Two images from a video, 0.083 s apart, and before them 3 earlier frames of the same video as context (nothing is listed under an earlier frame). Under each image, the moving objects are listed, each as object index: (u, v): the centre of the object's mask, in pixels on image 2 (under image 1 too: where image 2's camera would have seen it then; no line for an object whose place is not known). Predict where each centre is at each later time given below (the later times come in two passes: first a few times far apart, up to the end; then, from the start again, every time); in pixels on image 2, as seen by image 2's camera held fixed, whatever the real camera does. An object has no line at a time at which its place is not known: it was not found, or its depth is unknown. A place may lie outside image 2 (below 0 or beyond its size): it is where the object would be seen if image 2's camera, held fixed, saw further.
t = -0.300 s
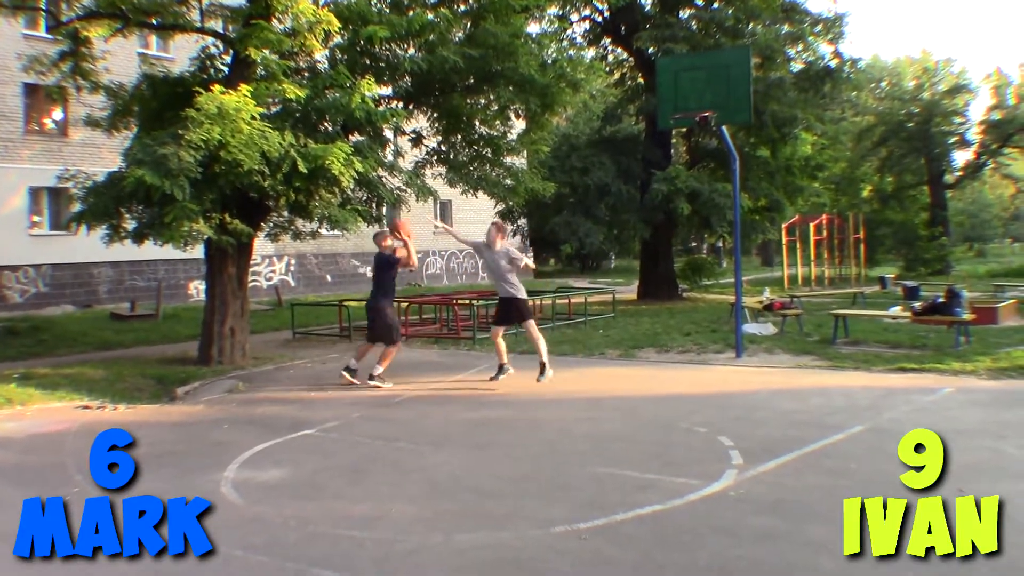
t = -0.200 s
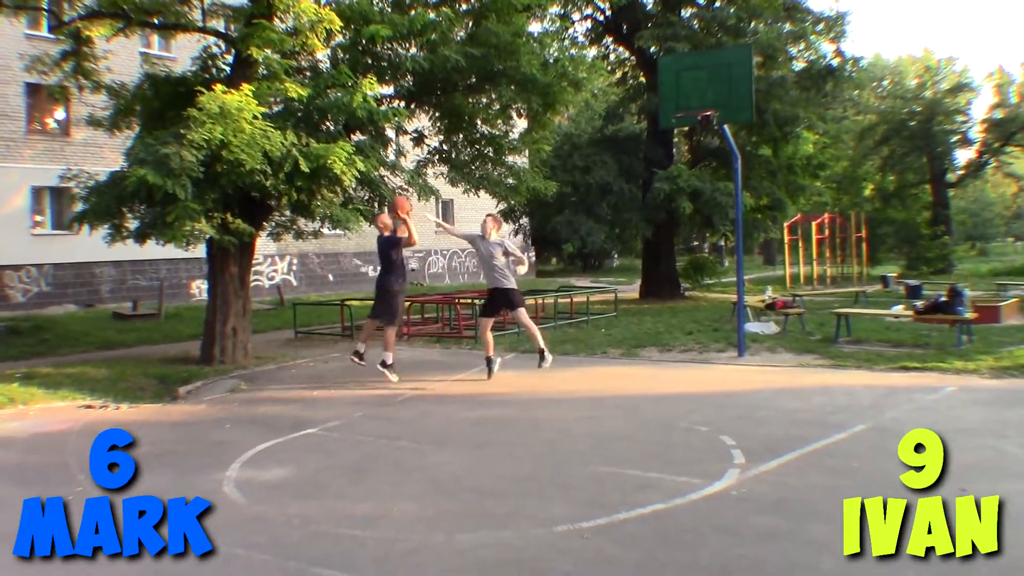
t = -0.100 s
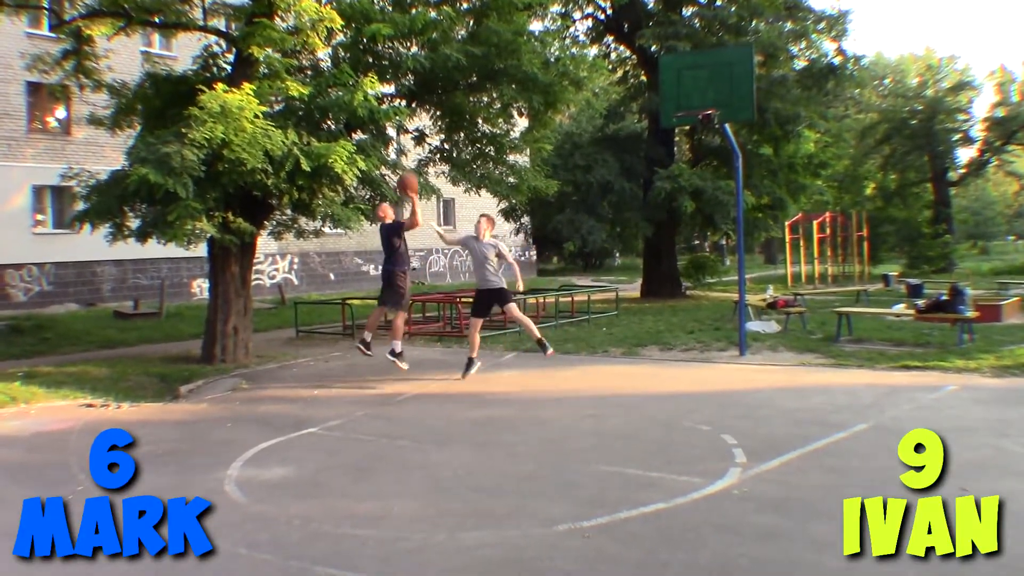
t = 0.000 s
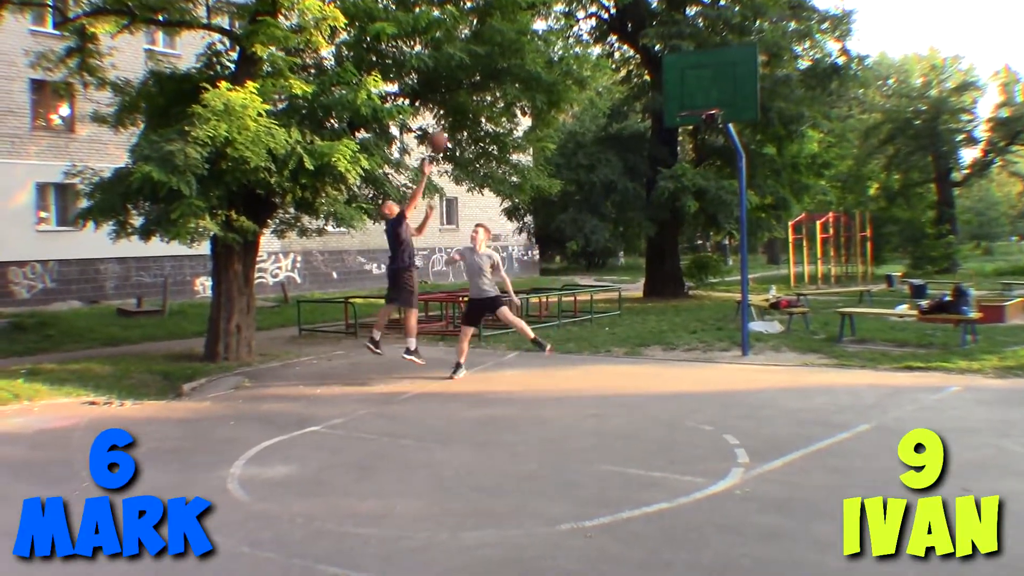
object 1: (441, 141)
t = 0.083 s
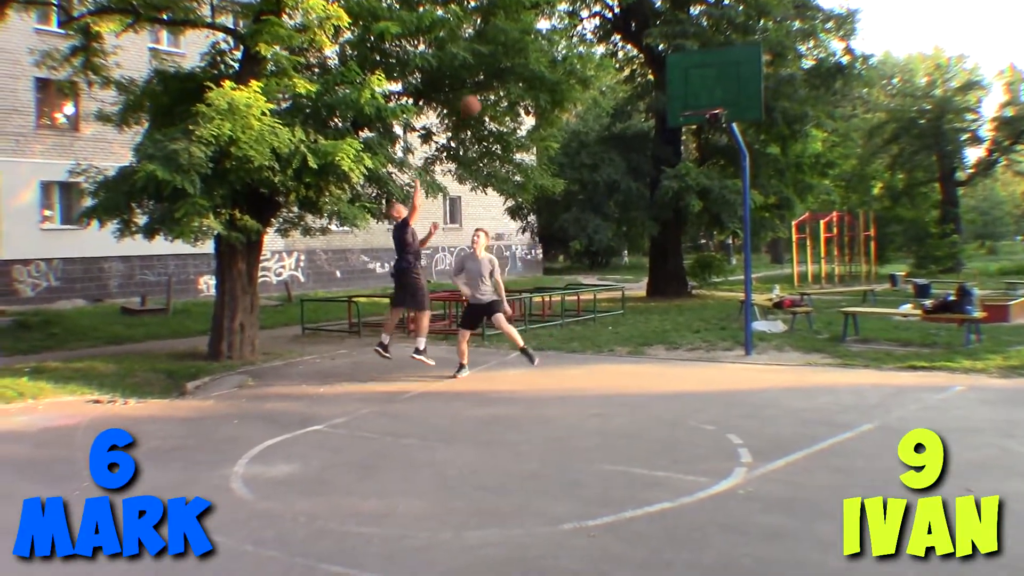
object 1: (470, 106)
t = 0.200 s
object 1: (512, 69)
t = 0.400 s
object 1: (579, 36)
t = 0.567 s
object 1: (632, 35)
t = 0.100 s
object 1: (477, 99)
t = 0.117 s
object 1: (483, 93)
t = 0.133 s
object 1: (488, 89)
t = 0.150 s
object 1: (495, 82)
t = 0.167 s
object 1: (500, 77)
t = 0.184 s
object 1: (505, 74)
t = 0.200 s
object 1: (512, 69)
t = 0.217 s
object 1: (518, 65)
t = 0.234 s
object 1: (522, 62)
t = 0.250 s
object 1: (528, 58)
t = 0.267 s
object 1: (535, 54)
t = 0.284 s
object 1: (541, 51)
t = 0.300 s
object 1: (546, 48)
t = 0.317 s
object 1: (550, 45)
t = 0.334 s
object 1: (556, 43)
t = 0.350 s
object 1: (562, 40)
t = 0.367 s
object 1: (569, 39)
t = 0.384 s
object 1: (574, 37)
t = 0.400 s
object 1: (579, 36)
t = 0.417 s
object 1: (586, 36)
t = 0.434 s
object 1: (590, 35)
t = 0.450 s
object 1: (596, 34)
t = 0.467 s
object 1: (601, 33)
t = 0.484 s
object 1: (606, 33)
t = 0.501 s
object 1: (611, 33)
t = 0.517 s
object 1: (617, 32)
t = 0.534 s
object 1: (622, 33)
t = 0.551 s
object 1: (628, 34)
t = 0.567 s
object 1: (632, 35)
